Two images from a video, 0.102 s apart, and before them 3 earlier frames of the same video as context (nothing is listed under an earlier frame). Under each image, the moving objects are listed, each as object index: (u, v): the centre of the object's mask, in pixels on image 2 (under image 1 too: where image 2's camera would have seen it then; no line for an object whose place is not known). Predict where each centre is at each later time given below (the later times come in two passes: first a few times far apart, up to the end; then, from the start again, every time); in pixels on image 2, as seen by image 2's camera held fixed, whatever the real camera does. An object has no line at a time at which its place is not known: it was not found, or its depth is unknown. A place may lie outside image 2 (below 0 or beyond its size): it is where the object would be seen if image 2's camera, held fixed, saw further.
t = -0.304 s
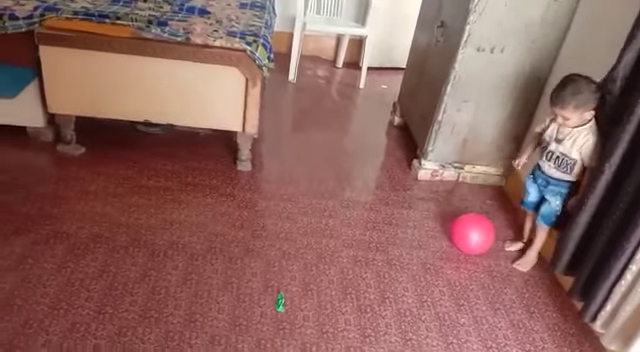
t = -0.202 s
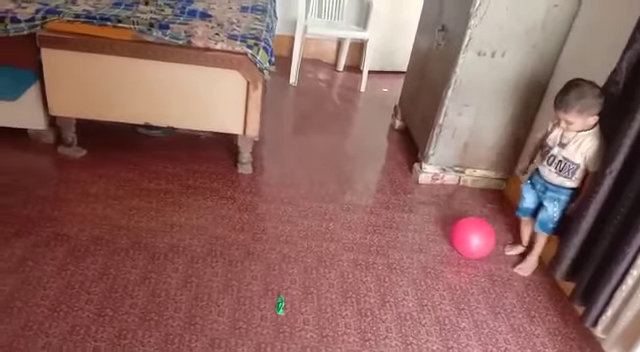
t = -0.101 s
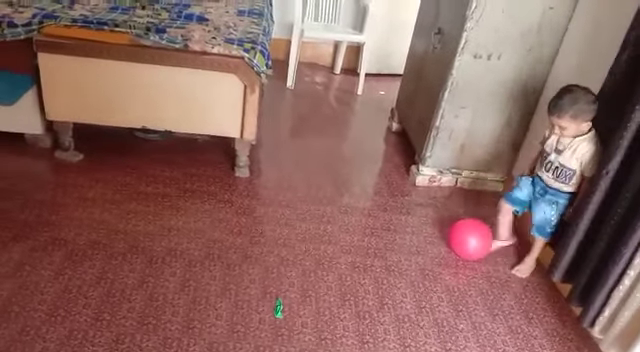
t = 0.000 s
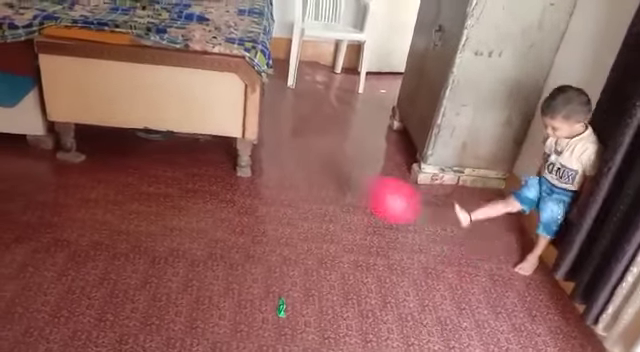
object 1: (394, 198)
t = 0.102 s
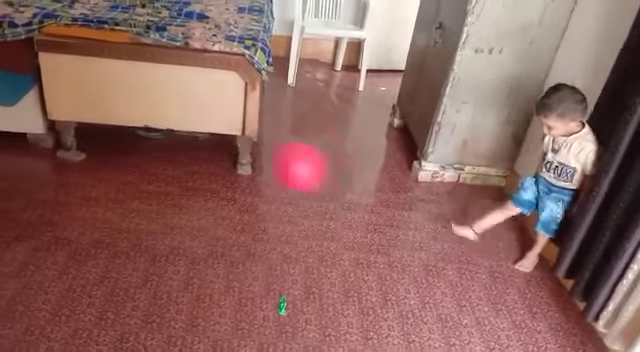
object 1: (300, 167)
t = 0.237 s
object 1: (190, 153)
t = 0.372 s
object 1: (100, 177)
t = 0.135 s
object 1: (272, 160)
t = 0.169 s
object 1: (240, 156)
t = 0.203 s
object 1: (214, 153)
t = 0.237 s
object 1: (190, 153)
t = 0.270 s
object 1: (166, 155)
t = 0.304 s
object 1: (143, 160)
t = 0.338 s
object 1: (121, 168)
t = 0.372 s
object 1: (100, 177)
